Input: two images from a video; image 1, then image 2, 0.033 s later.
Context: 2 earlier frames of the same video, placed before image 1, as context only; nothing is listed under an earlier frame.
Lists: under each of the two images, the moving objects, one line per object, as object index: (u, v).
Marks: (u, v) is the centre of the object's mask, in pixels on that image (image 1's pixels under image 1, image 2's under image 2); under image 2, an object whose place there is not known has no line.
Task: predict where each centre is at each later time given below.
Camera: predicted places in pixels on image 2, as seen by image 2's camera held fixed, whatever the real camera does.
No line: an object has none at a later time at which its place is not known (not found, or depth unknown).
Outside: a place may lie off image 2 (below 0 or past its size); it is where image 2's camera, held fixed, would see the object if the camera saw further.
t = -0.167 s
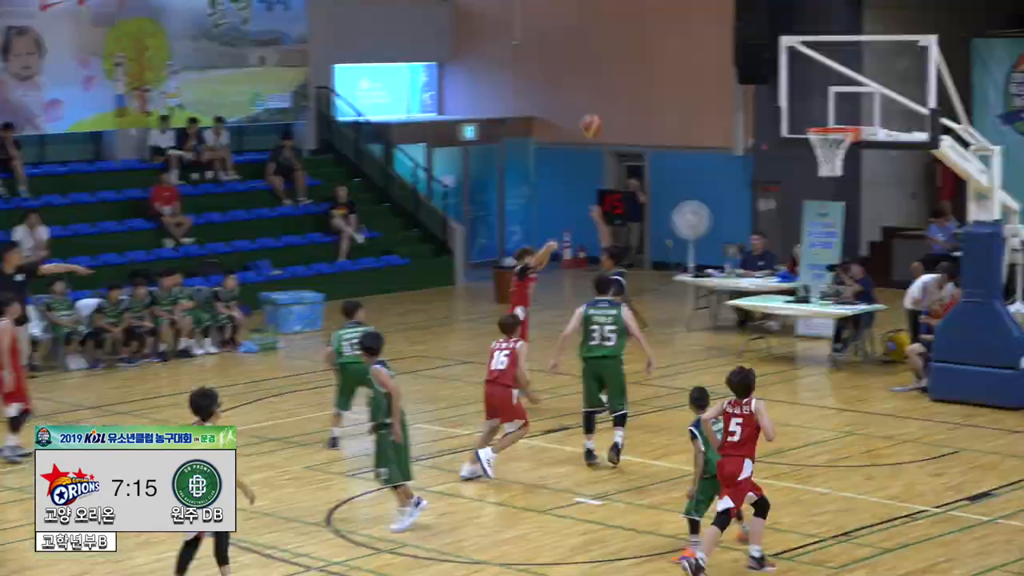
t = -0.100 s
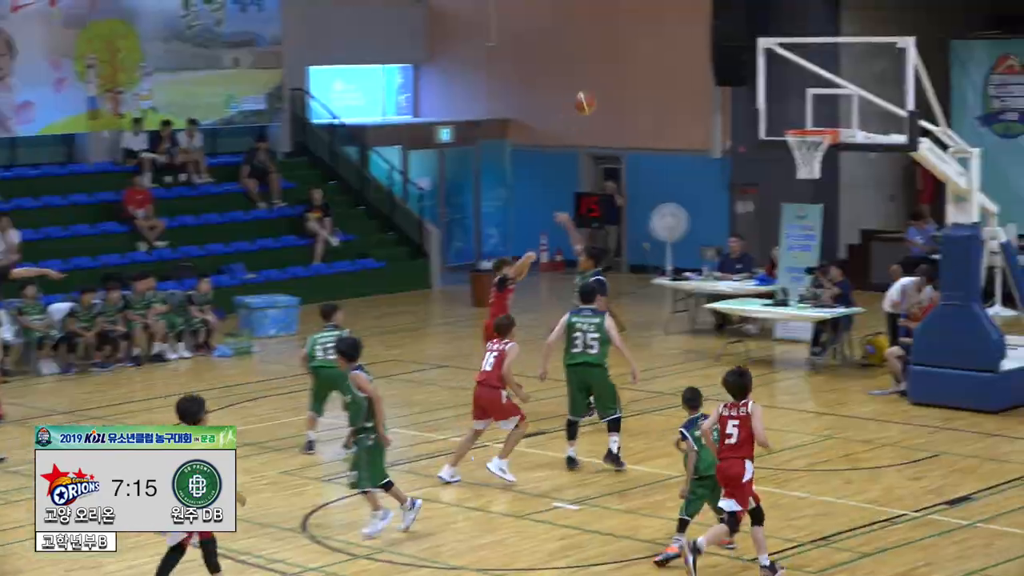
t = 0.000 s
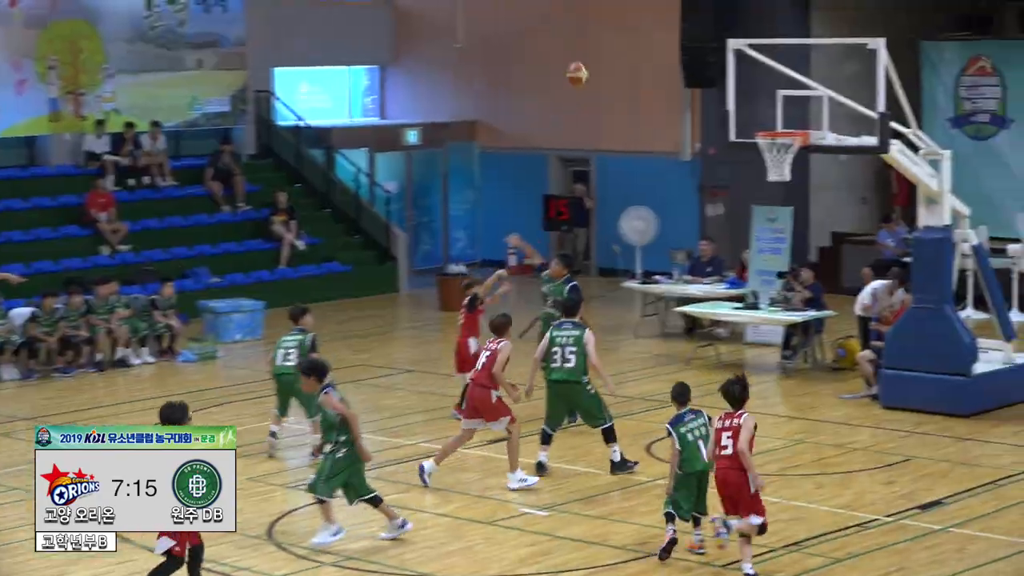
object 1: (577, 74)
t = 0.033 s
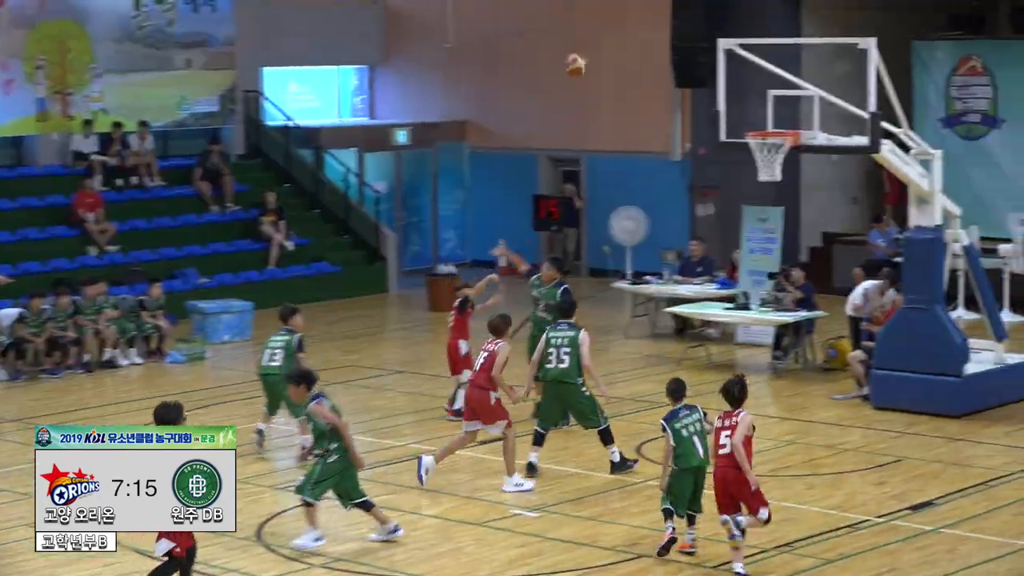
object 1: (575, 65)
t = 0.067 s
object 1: (583, 58)
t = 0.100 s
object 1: (591, 51)
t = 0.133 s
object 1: (599, 46)
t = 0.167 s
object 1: (607, 42)
